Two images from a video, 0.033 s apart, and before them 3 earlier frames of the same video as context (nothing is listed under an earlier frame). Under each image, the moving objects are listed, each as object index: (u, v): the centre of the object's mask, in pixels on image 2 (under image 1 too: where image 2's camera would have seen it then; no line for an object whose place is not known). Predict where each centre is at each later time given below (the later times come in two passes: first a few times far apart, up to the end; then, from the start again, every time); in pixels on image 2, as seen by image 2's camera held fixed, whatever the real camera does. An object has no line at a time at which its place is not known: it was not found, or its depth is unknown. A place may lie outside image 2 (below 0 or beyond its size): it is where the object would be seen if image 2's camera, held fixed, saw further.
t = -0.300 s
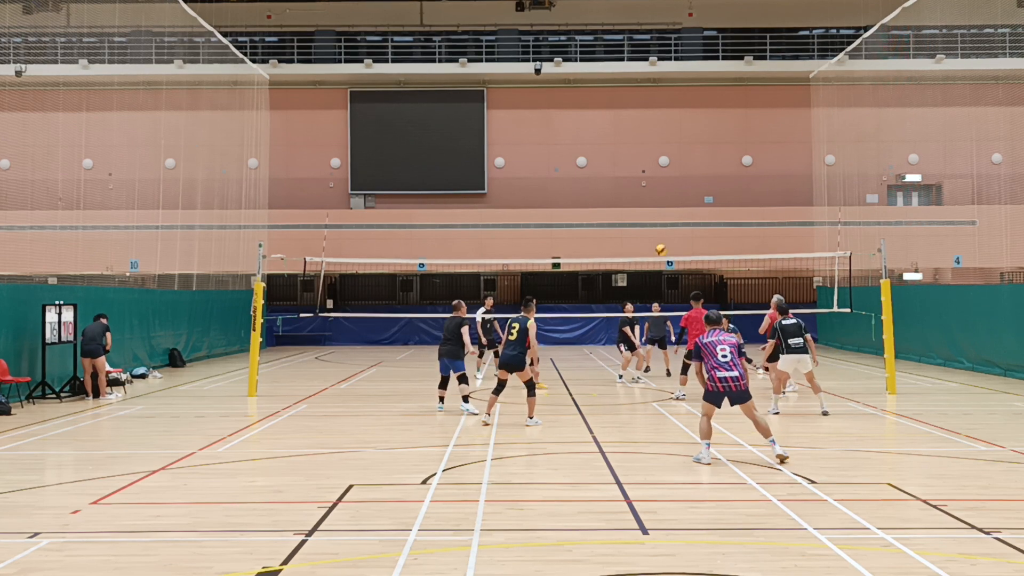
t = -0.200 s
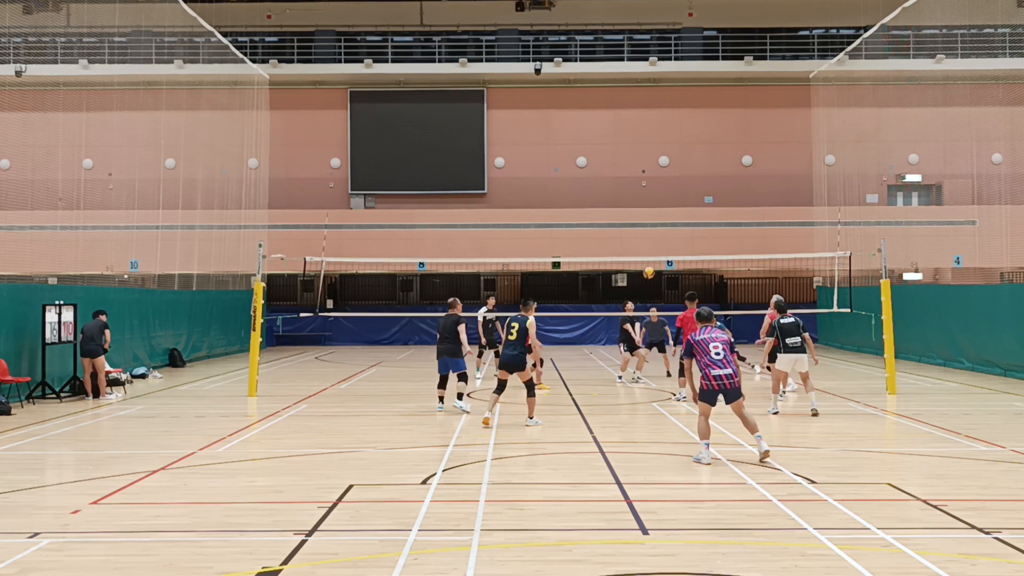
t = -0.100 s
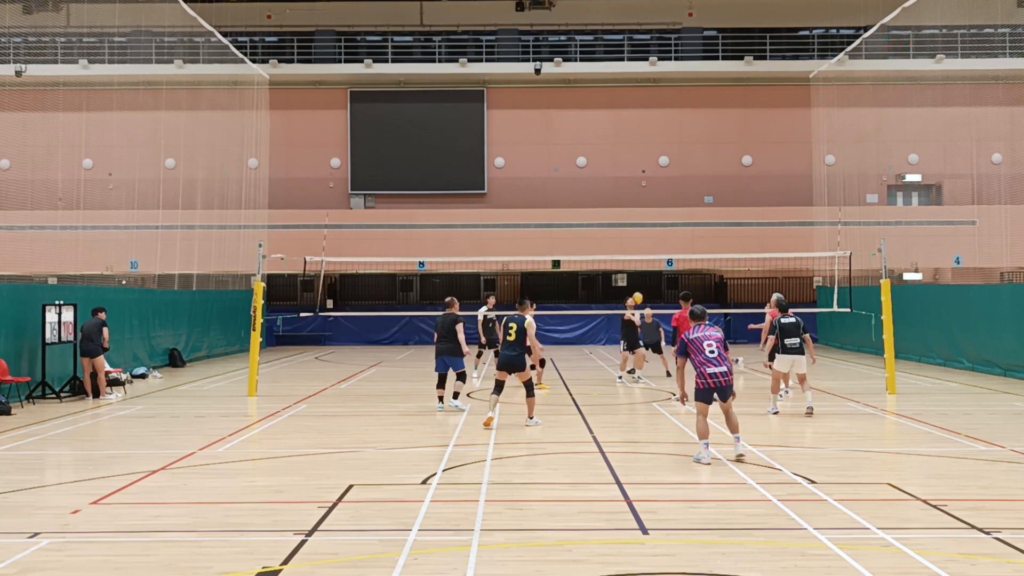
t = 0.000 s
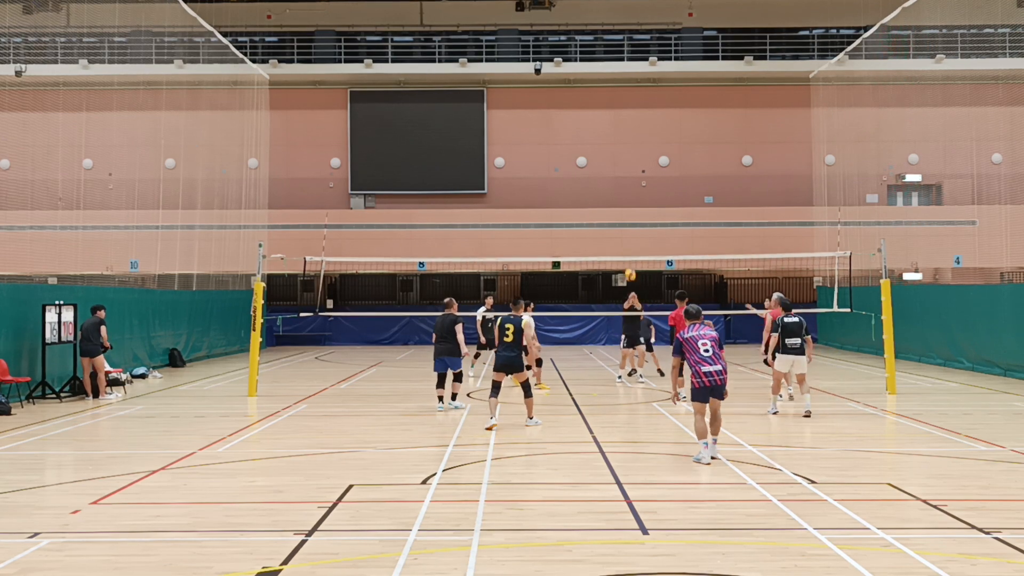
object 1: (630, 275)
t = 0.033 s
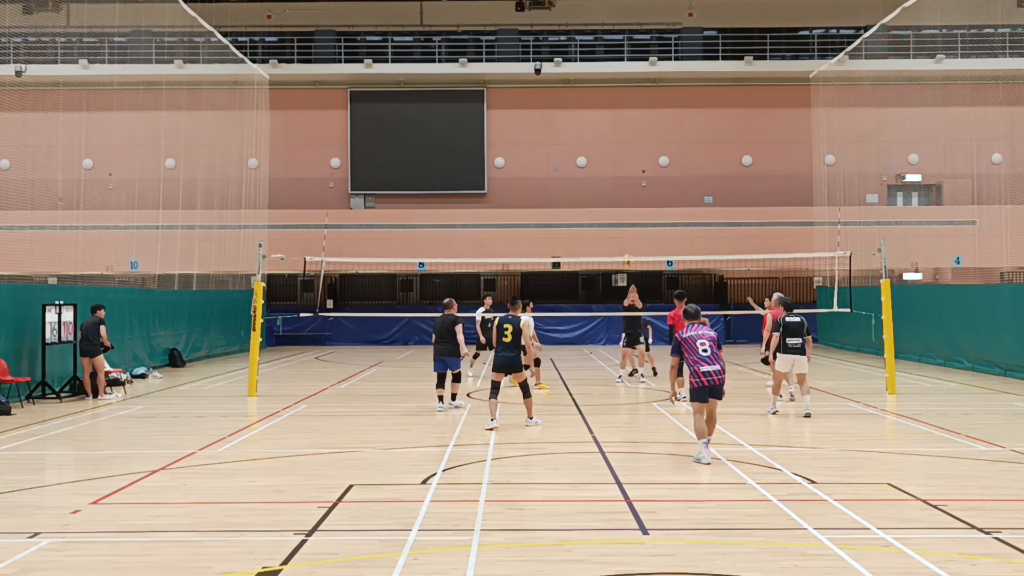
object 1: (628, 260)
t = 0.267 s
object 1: (615, 178)
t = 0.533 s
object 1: (600, 121)
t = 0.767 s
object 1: (586, 101)
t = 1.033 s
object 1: (571, 112)
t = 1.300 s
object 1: (558, 158)
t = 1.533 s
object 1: (548, 224)
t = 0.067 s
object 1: (626, 246)
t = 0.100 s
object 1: (624, 233)
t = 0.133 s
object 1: (623, 221)
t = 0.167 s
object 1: (621, 209)
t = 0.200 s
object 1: (619, 198)
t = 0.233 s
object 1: (617, 188)
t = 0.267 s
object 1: (615, 178)
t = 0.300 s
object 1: (613, 169)
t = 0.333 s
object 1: (611, 160)
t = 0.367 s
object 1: (610, 152)
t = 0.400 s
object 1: (608, 145)
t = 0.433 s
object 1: (606, 138)
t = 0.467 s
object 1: (604, 132)
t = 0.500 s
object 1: (602, 126)
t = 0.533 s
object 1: (600, 121)
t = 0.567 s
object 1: (598, 116)
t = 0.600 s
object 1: (596, 112)
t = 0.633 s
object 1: (594, 109)
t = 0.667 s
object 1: (592, 106)
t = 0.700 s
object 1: (590, 104)
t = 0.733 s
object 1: (588, 103)
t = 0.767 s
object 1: (586, 101)
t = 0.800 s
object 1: (585, 101)
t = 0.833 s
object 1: (583, 101)
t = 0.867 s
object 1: (581, 101)
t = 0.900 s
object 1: (579, 102)
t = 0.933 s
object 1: (577, 104)
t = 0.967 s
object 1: (575, 106)
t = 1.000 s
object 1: (573, 109)
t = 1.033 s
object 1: (571, 112)
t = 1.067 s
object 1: (570, 116)
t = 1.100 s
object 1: (568, 120)
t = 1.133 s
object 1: (566, 125)
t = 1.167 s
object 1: (564, 131)
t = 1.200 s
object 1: (562, 137)
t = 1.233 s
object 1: (561, 143)
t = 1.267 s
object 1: (559, 150)
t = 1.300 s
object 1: (558, 158)
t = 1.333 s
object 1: (556, 166)
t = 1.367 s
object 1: (555, 174)
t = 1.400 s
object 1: (553, 183)
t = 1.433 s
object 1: (552, 192)
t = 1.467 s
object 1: (550, 202)
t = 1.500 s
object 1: (549, 213)
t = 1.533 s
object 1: (548, 224)
